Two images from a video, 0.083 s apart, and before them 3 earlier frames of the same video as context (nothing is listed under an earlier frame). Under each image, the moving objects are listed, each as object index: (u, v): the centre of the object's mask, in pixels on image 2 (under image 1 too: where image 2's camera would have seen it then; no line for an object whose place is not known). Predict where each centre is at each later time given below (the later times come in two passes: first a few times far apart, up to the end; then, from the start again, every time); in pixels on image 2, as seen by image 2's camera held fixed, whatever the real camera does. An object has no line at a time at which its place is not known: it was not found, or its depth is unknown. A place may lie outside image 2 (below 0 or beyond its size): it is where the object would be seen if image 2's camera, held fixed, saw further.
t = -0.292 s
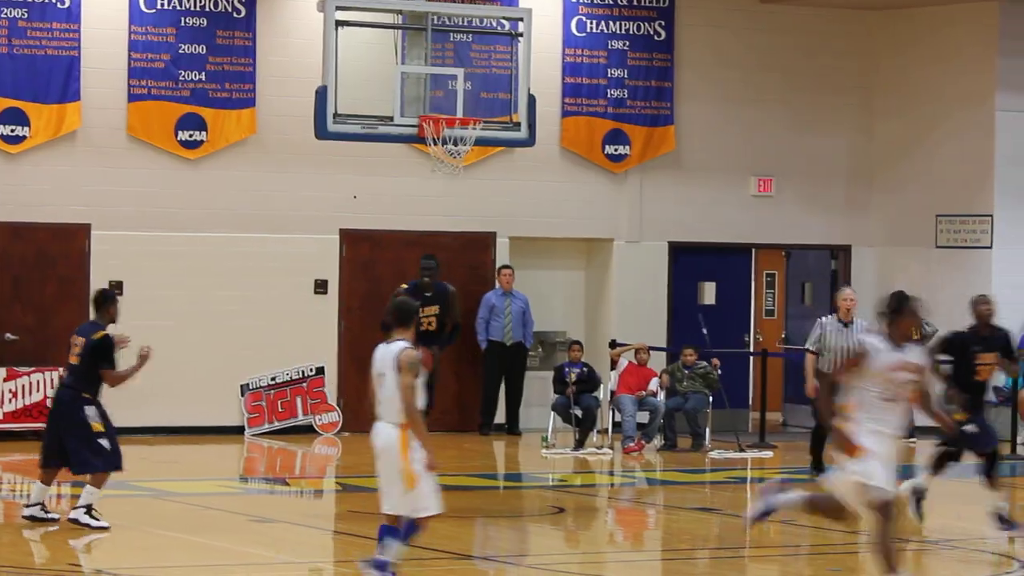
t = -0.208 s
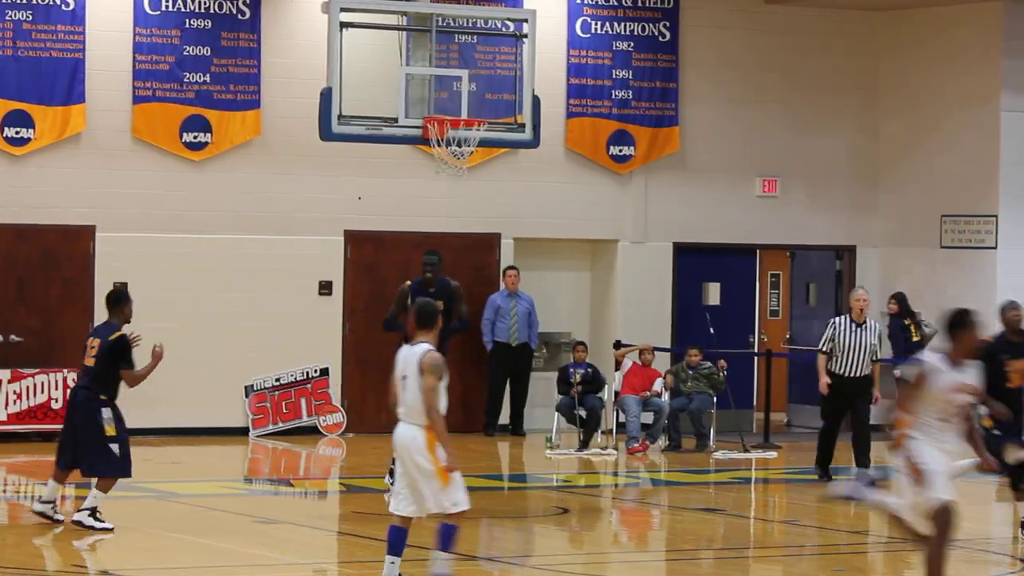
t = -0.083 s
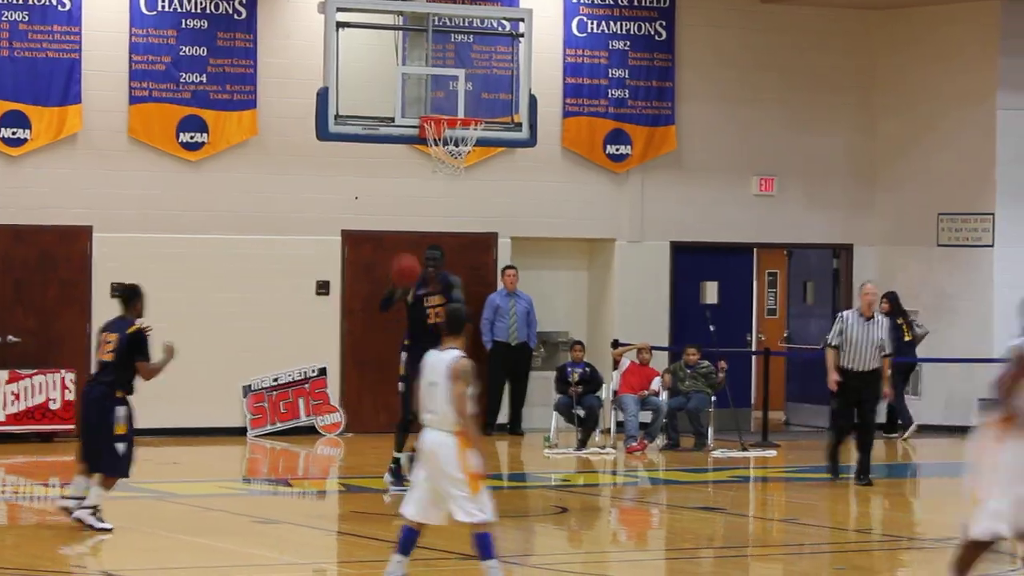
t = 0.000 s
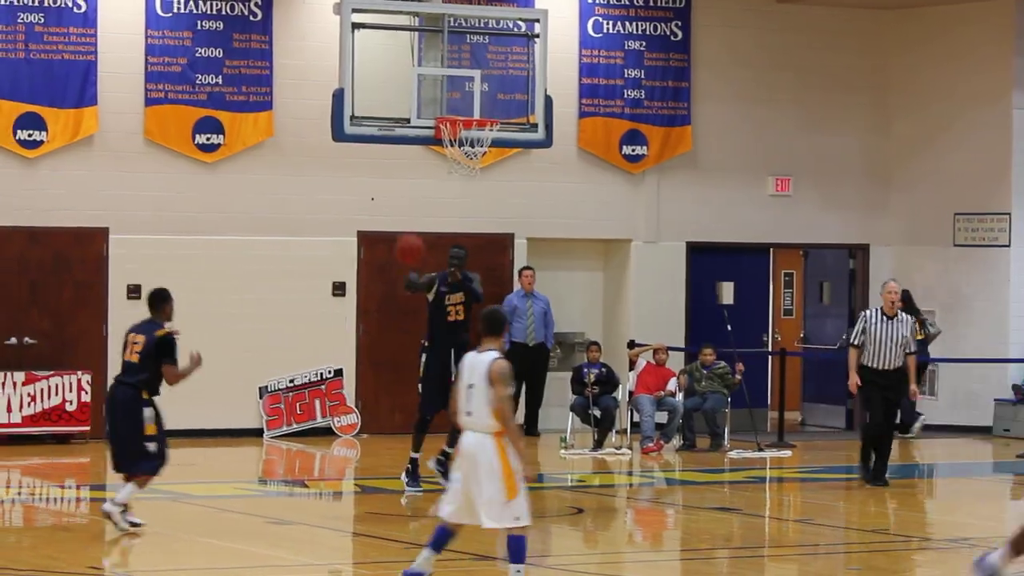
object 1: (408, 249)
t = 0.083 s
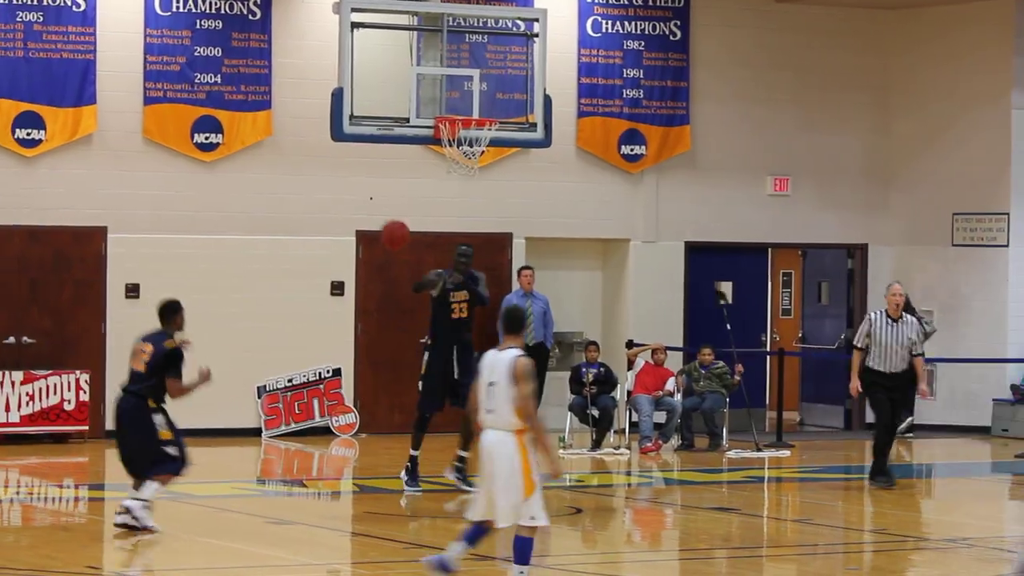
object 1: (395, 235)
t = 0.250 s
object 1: (367, 232)
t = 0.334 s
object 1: (352, 243)
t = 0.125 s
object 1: (388, 231)
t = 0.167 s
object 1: (381, 229)
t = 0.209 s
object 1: (373, 230)
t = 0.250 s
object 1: (367, 232)
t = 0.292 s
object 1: (359, 236)
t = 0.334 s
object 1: (352, 243)
